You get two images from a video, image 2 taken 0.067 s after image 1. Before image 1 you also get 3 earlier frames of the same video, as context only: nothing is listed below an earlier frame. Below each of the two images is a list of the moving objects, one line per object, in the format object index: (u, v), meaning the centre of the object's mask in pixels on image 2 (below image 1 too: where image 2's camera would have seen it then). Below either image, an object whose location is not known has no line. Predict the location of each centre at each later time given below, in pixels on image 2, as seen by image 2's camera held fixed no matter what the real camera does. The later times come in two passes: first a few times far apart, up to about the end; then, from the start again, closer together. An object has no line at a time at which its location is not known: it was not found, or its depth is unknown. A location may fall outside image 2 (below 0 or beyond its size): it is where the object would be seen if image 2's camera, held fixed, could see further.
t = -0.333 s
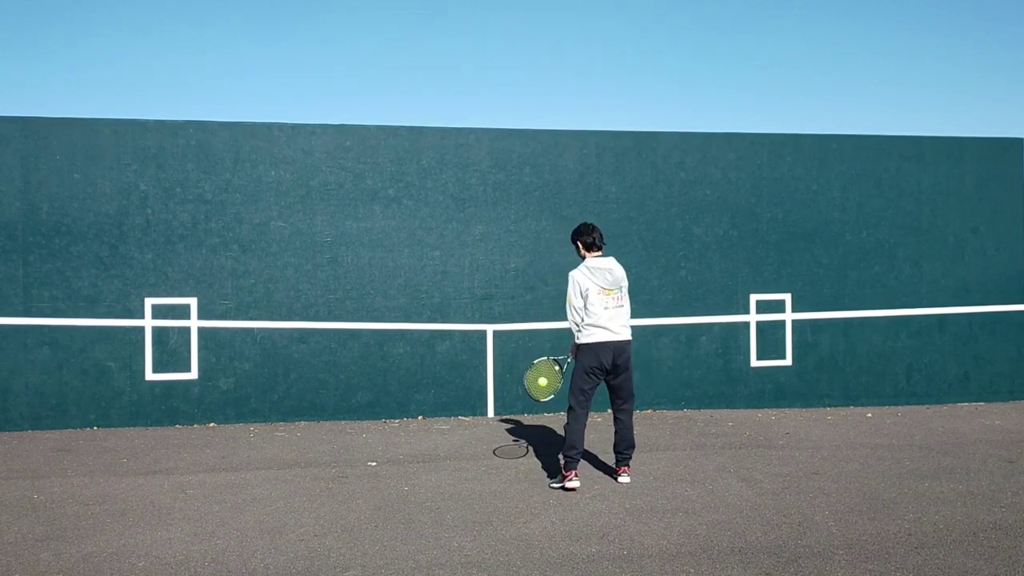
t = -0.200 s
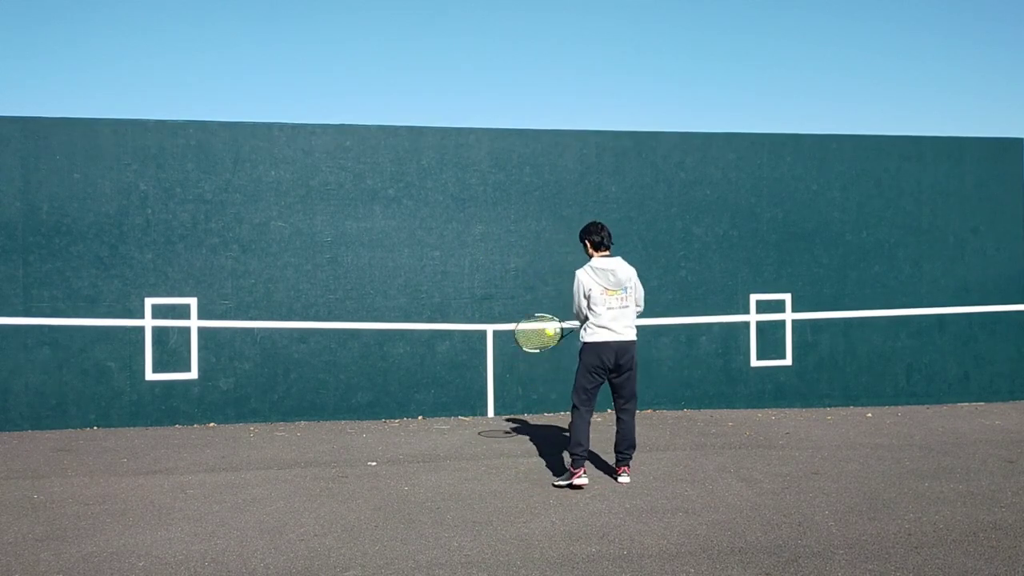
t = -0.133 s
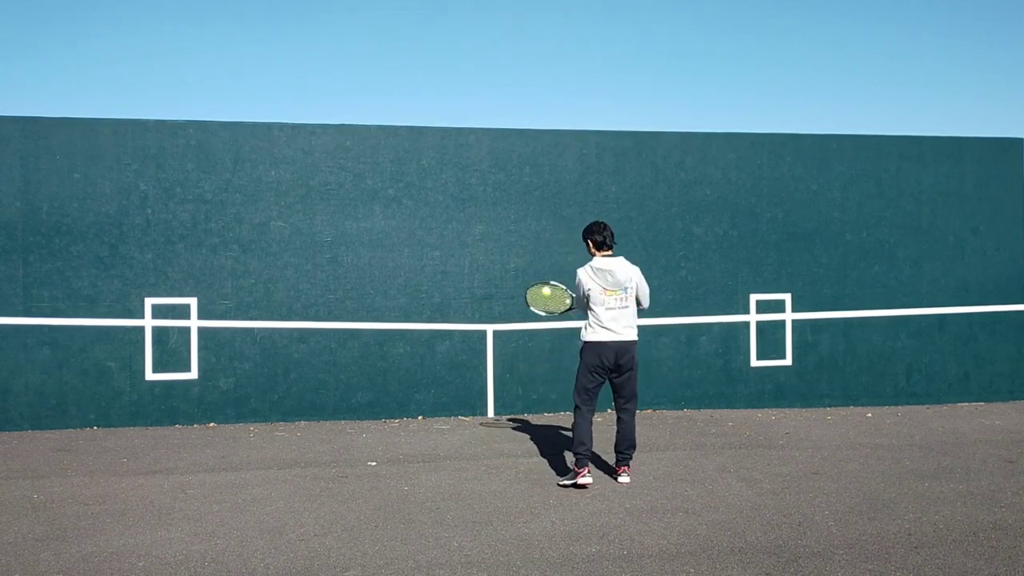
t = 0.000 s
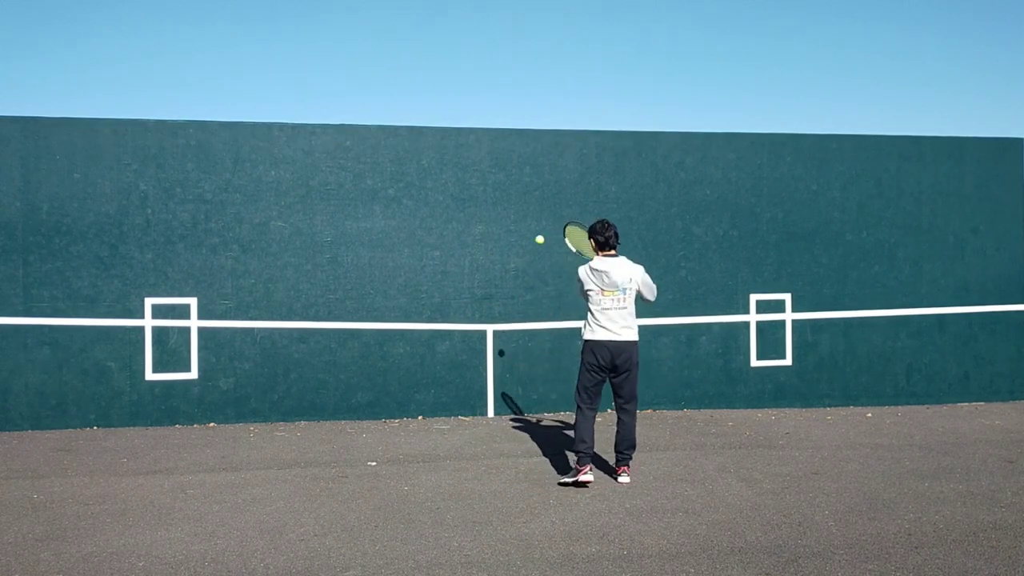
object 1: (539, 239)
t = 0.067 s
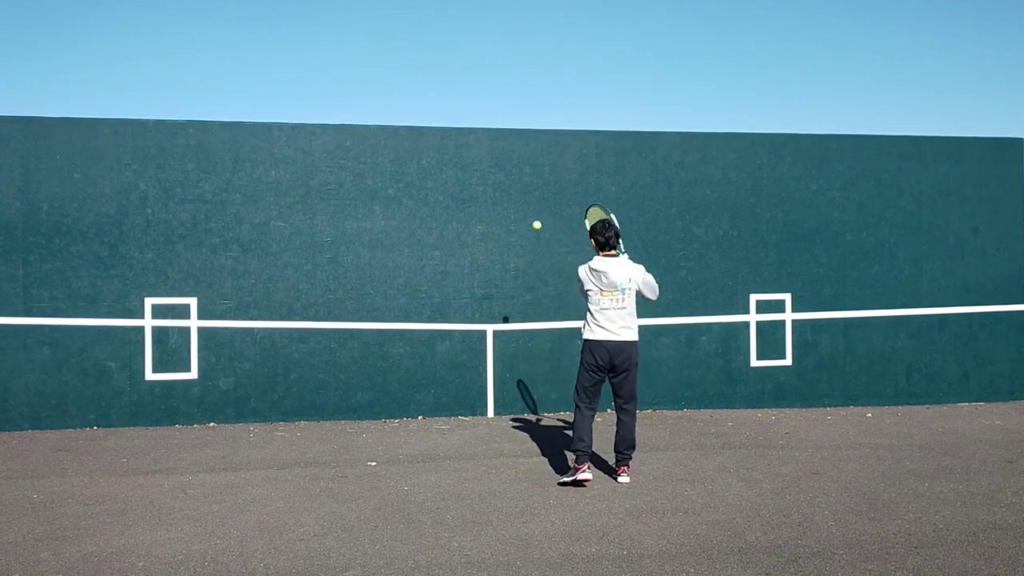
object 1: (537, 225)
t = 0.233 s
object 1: (531, 214)
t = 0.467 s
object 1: (540, 238)
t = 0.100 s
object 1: (535, 220)
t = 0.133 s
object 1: (534, 216)
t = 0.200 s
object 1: (532, 213)
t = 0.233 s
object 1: (531, 214)
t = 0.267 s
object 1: (530, 215)
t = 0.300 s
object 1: (529, 218)
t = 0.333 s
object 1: (528, 221)
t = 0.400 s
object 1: (530, 229)
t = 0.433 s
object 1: (535, 233)
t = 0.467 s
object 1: (540, 238)
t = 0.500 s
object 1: (545, 245)
